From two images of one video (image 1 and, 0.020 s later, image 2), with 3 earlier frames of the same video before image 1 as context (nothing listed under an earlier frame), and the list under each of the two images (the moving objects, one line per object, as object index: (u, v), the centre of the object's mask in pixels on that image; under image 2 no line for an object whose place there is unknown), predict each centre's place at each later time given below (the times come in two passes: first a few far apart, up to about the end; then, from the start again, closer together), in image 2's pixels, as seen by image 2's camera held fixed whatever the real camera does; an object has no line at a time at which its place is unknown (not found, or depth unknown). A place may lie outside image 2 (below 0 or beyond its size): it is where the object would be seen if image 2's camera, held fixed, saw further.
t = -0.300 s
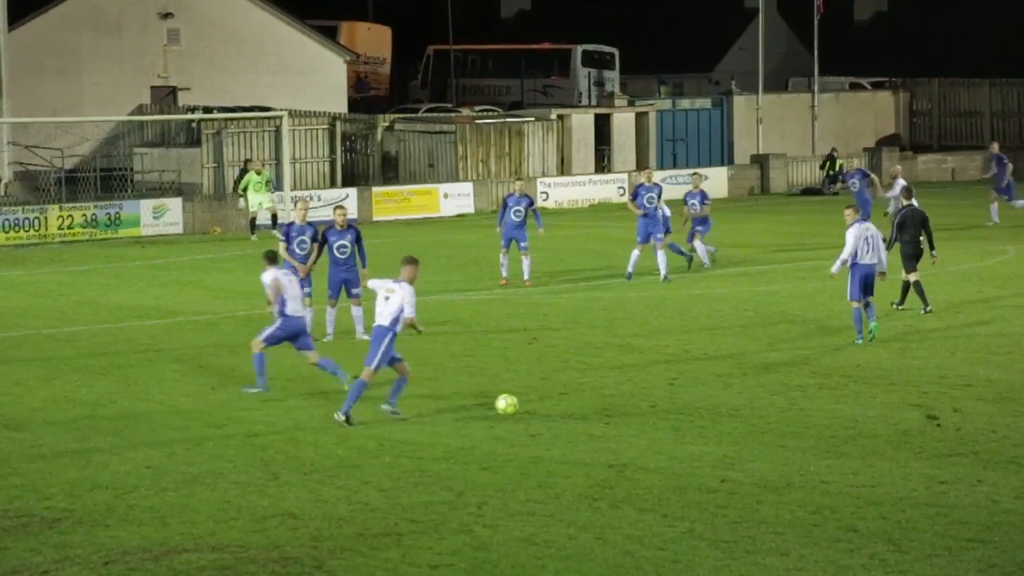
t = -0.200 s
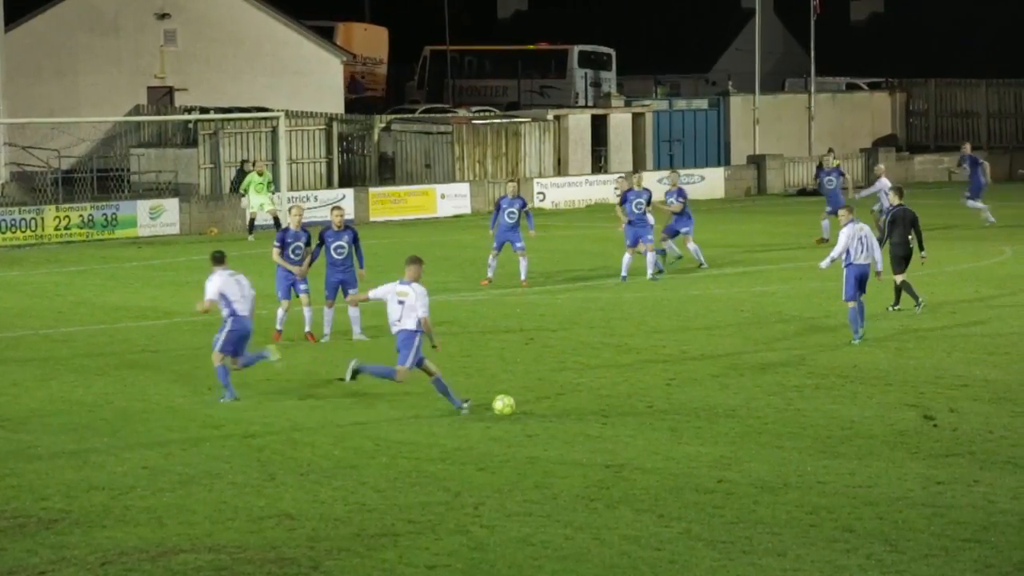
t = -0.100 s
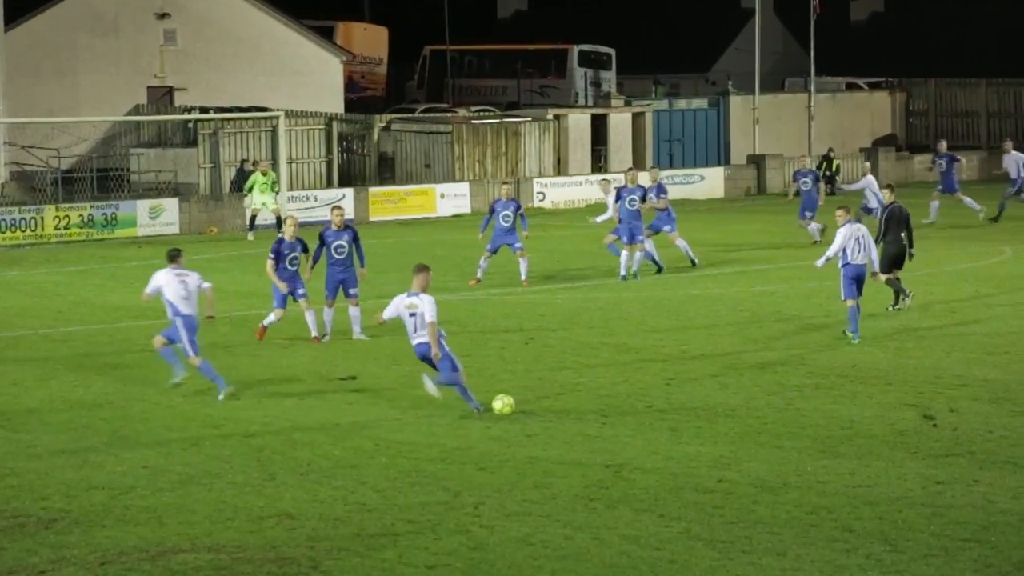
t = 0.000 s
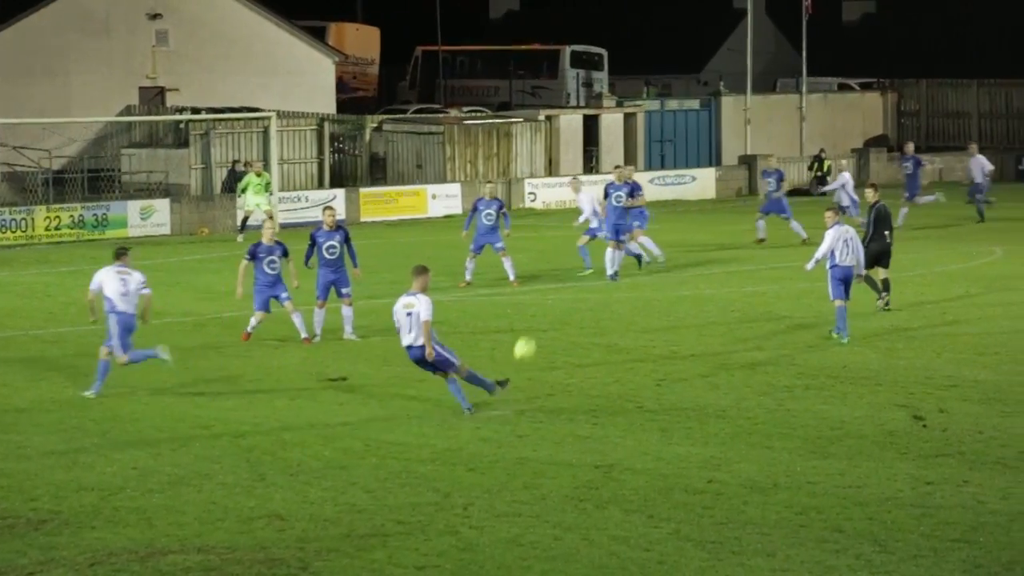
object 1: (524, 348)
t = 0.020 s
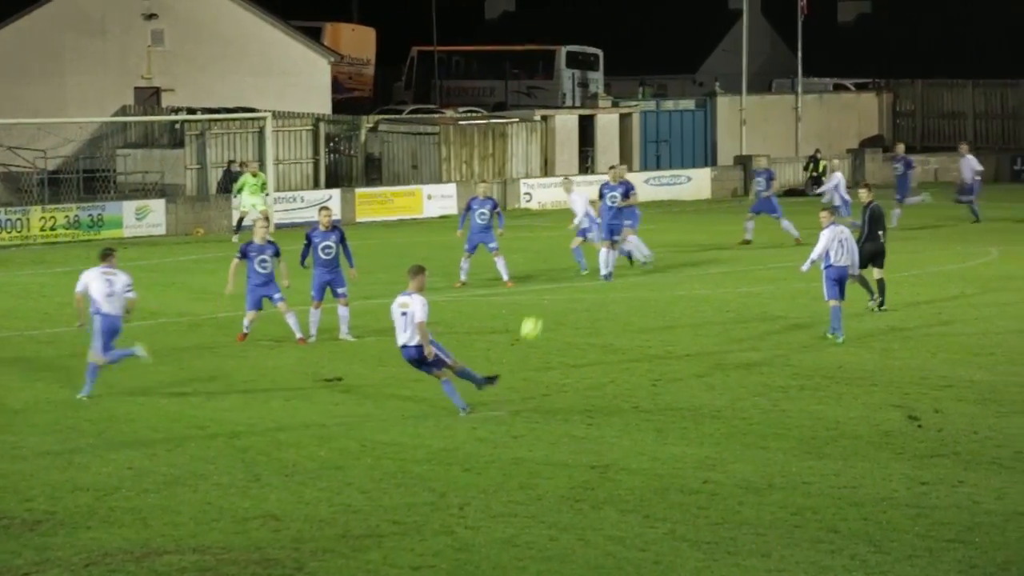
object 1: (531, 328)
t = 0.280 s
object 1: (630, 123)
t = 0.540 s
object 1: (674, 13)
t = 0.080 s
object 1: (560, 269)
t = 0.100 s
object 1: (568, 252)
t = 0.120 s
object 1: (577, 235)
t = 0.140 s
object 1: (584, 218)
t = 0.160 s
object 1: (591, 203)
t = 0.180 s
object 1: (599, 189)
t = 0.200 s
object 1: (606, 175)
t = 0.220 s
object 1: (614, 161)
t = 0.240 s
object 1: (620, 147)
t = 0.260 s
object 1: (625, 135)
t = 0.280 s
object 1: (630, 123)
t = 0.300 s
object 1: (635, 112)
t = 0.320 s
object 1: (640, 100)
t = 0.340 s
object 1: (644, 90)
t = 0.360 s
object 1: (648, 81)
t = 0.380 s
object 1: (652, 71)
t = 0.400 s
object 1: (655, 63)
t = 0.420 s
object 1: (659, 54)
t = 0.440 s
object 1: (662, 46)
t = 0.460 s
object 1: (665, 39)
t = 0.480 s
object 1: (667, 32)
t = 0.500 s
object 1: (670, 25)
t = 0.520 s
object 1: (672, 19)
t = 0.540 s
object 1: (674, 13)
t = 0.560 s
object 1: (675, 7)
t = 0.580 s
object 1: (677, 2)
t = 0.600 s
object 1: (678, -3)
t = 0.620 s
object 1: (680, -7)
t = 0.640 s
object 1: (681, -11)
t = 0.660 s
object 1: (680, -17)
